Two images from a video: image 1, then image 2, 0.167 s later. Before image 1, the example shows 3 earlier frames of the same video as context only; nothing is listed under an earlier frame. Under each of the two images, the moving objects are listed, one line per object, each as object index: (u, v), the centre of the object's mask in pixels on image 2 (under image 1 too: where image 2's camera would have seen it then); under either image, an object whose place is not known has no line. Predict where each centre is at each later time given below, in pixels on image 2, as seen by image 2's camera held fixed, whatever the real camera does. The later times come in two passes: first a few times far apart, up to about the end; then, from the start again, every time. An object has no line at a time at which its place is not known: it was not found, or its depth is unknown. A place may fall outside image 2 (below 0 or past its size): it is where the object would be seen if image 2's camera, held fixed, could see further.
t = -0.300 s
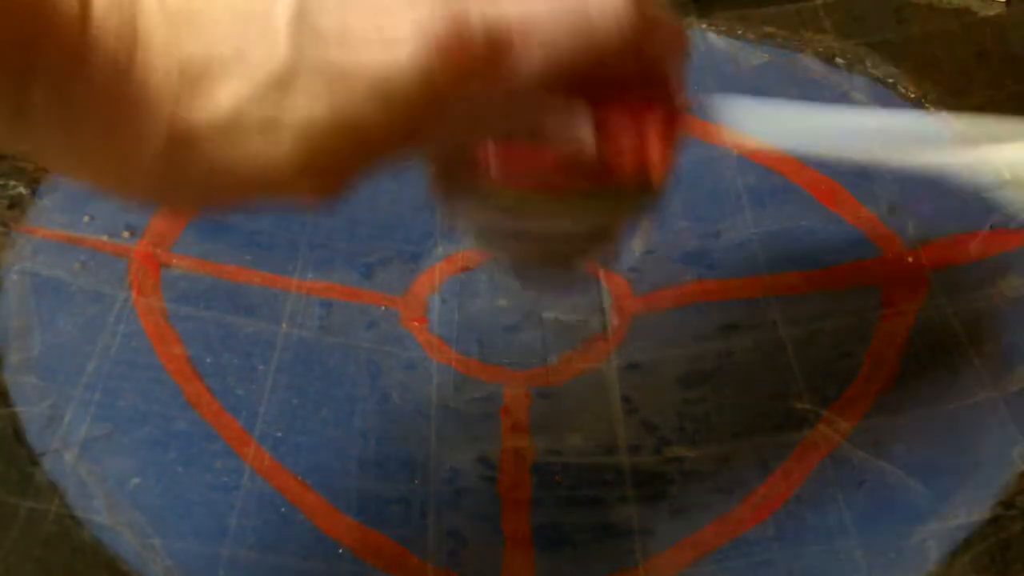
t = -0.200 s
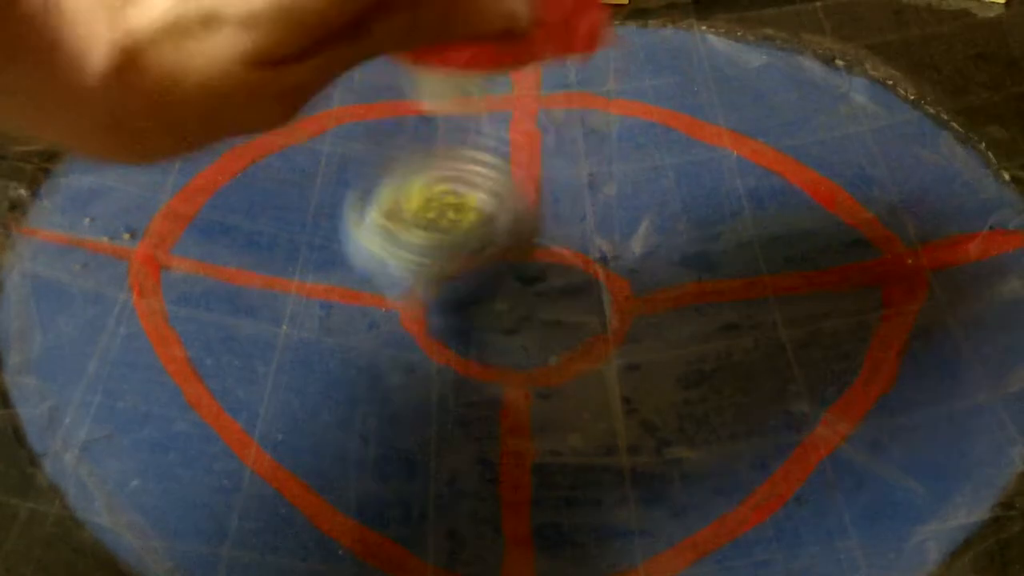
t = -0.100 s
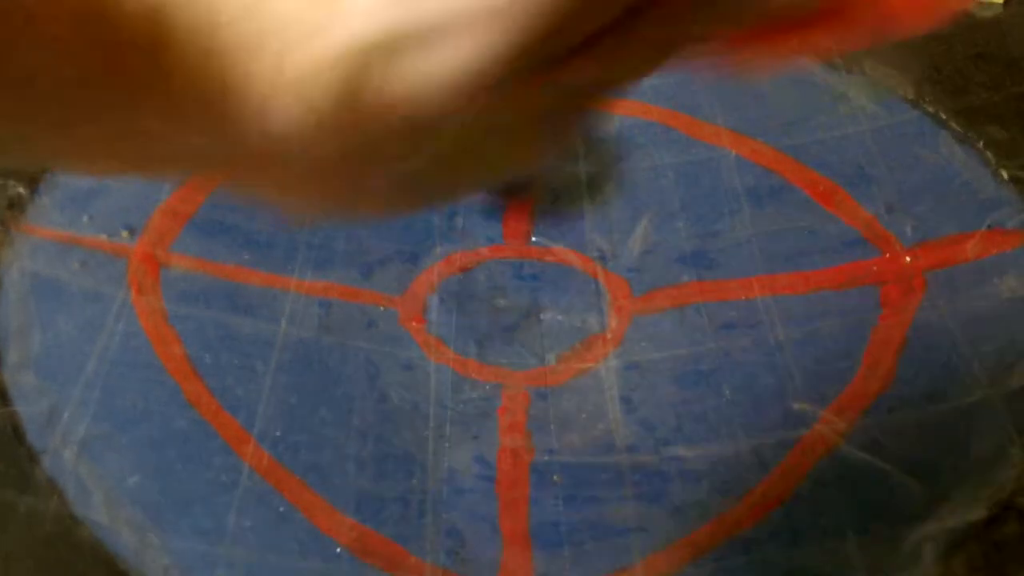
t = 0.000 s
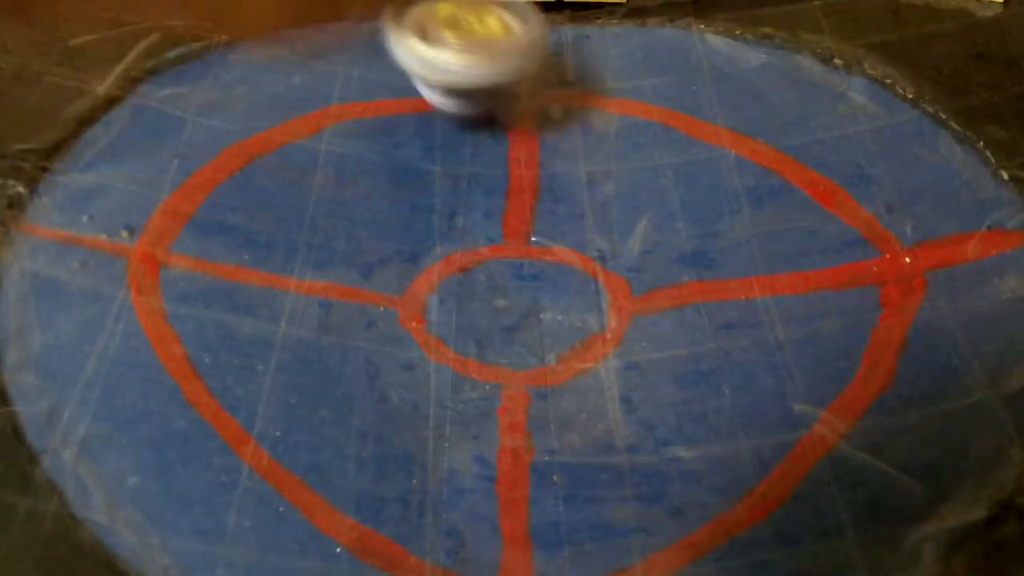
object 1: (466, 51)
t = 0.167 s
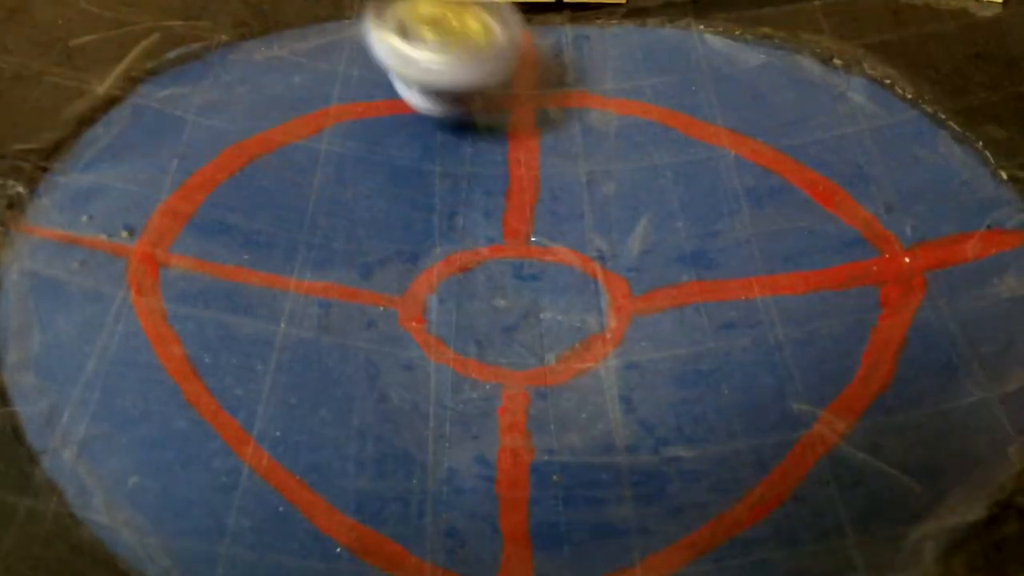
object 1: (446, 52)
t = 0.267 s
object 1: (464, 99)
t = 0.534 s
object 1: (627, 258)
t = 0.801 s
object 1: (529, 151)
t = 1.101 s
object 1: (458, 306)
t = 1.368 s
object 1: (832, 284)
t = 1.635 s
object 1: (535, 118)
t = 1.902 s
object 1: (217, 228)
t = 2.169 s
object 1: (717, 503)
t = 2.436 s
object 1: (667, 158)
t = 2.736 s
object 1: (232, 72)
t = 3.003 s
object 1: (298, 376)
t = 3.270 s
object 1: (734, 355)
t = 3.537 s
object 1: (567, 88)
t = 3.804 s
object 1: (288, 120)
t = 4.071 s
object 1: (542, 358)
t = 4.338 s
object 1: (673, 173)
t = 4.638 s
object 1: (375, 166)
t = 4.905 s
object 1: (632, 338)
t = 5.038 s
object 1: (664, 239)
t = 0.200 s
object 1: (457, 65)
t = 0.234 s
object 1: (463, 79)
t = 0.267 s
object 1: (464, 99)
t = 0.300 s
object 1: (467, 128)
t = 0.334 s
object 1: (473, 158)
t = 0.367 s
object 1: (480, 184)
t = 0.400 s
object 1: (504, 214)
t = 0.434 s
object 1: (534, 234)
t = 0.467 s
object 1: (572, 251)
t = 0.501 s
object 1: (604, 259)
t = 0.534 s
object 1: (627, 258)
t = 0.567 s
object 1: (645, 252)
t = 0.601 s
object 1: (654, 242)
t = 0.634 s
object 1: (655, 232)
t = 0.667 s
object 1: (641, 215)
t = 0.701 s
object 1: (618, 198)
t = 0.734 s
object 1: (590, 180)
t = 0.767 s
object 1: (564, 165)
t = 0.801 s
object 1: (529, 151)
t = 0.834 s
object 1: (493, 143)
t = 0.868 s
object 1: (459, 136)
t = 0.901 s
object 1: (431, 135)
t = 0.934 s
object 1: (410, 145)
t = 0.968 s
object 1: (395, 164)
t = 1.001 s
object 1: (389, 193)
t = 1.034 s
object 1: (398, 229)
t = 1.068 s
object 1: (417, 266)
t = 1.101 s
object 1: (458, 306)
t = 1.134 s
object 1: (513, 341)
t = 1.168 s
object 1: (587, 369)
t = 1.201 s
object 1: (666, 376)
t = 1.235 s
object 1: (730, 364)
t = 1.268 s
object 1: (780, 351)
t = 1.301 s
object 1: (810, 331)
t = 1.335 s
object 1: (825, 310)
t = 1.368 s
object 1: (832, 284)
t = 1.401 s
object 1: (826, 256)
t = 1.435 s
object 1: (816, 231)
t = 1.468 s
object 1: (793, 196)
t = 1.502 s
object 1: (755, 170)
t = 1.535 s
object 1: (705, 156)
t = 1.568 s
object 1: (652, 139)
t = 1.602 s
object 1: (594, 128)
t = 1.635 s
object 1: (535, 118)
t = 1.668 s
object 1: (476, 111)
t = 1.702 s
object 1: (421, 101)
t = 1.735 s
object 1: (373, 100)
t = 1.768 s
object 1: (327, 107)
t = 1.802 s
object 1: (290, 121)
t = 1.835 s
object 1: (257, 149)
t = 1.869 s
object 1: (231, 178)
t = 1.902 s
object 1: (217, 228)
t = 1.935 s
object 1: (226, 269)
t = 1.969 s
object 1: (250, 325)
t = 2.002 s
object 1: (302, 396)
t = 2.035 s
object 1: (366, 459)
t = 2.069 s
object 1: (450, 505)
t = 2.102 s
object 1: (553, 527)
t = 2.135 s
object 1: (649, 519)
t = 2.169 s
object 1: (717, 503)
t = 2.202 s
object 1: (752, 473)
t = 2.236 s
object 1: (775, 430)
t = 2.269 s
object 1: (780, 383)
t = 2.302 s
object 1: (776, 334)
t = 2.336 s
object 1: (762, 287)
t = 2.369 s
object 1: (735, 245)
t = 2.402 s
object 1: (708, 195)
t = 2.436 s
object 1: (667, 158)
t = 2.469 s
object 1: (621, 130)
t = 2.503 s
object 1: (564, 101)
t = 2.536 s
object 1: (501, 81)
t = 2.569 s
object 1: (446, 67)
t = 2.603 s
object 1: (394, 54)
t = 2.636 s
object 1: (346, 51)
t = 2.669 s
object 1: (306, 50)
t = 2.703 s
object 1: (267, 57)
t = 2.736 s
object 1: (232, 72)
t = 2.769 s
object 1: (192, 94)
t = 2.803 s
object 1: (159, 131)
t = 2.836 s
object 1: (139, 169)
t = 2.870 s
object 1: (137, 209)
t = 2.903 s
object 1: (151, 251)
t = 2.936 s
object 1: (186, 299)
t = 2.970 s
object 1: (234, 337)
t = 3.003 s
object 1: (298, 376)
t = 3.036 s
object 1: (368, 407)
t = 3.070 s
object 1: (446, 439)
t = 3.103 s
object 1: (530, 455)
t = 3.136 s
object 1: (601, 459)
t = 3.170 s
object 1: (655, 445)
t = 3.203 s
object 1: (692, 420)
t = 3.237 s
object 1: (718, 393)
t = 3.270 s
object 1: (734, 355)
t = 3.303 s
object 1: (740, 318)
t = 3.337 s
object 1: (741, 277)
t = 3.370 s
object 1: (734, 240)
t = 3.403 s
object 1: (720, 191)
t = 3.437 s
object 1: (691, 158)
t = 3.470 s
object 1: (654, 132)
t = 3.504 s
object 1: (614, 109)
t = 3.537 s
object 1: (567, 88)
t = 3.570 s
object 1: (518, 73)
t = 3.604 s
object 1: (465, 64)
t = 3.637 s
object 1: (418, 57)
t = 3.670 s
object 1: (376, 53)
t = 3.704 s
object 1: (345, 57)
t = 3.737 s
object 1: (321, 67)
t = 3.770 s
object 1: (305, 91)
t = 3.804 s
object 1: (288, 120)
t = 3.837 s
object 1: (280, 159)
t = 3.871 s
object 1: (282, 202)
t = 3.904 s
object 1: (300, 232)
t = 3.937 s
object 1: (331, 264)
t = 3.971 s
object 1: (382, 301)
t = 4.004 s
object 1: (436, 330)
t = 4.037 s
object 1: (490, 350)
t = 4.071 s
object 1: (542, 358)
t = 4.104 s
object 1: (606, 358)
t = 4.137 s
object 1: (660, 339)
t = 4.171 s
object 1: (699, 309)
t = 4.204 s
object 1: (718, 281)
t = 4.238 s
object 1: (729, 253)
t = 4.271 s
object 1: (723, 225)
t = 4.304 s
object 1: (701, 197)
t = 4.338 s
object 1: (673, 173)
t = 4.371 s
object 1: (634, 155)
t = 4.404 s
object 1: (593, 140)
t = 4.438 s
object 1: (550, 127)
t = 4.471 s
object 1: (510, 118)
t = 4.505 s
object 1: (475, 114)
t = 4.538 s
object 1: (445, 112)
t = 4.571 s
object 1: (418, 120)
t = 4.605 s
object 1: (395, 138)
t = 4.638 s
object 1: (375, 166)
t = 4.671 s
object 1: (360, 200)
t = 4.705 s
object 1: (361, 236)
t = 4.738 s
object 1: (377, 266)
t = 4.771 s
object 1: (418, 300)
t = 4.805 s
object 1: (476, 323)
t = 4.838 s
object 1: (533, 341)
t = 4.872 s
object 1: (587, 346)
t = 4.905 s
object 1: (632, 338)
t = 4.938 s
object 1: (661, 318)
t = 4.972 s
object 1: (673, 294)
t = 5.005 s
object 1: (673, 268)
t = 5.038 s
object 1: (664, 239)
